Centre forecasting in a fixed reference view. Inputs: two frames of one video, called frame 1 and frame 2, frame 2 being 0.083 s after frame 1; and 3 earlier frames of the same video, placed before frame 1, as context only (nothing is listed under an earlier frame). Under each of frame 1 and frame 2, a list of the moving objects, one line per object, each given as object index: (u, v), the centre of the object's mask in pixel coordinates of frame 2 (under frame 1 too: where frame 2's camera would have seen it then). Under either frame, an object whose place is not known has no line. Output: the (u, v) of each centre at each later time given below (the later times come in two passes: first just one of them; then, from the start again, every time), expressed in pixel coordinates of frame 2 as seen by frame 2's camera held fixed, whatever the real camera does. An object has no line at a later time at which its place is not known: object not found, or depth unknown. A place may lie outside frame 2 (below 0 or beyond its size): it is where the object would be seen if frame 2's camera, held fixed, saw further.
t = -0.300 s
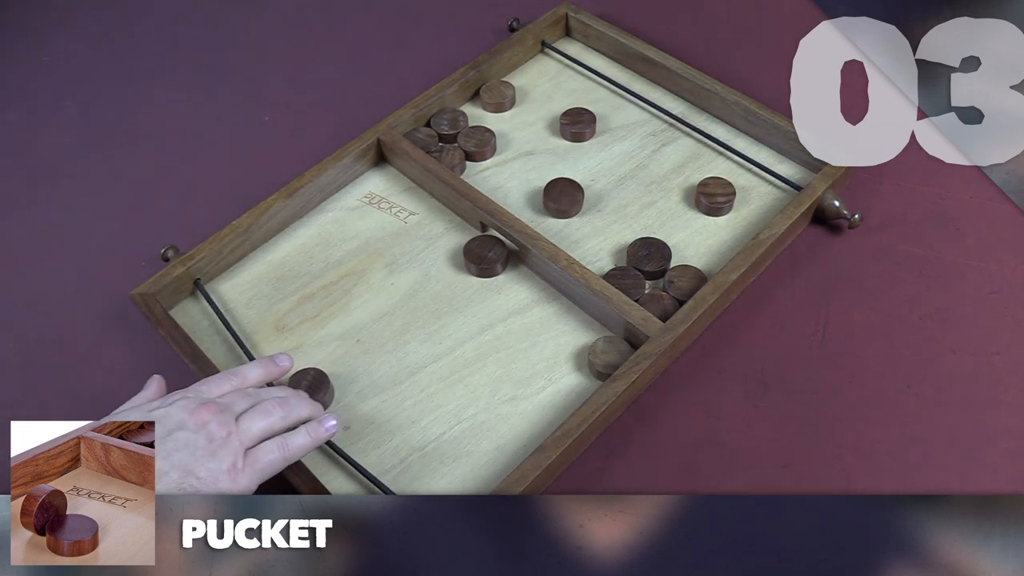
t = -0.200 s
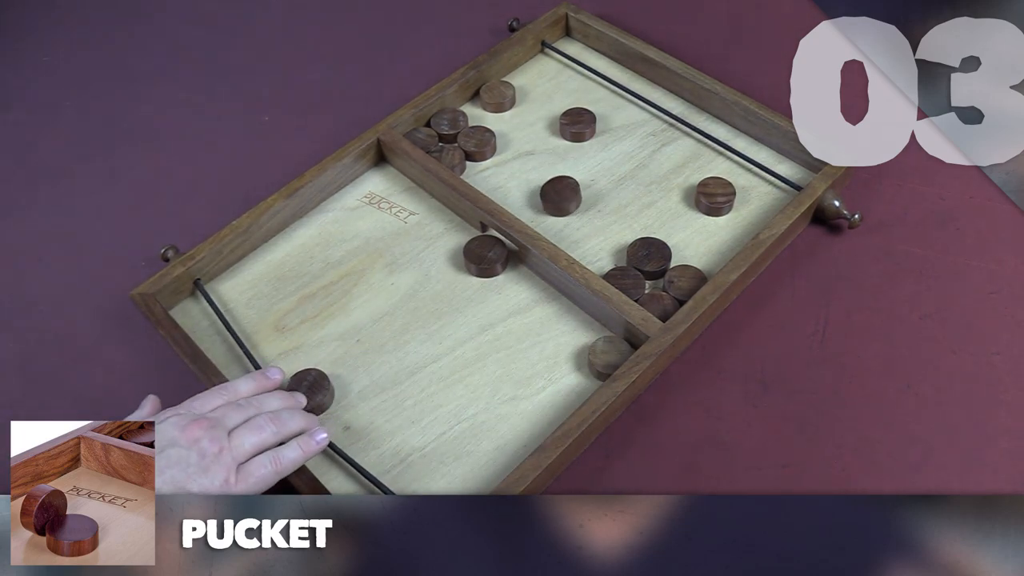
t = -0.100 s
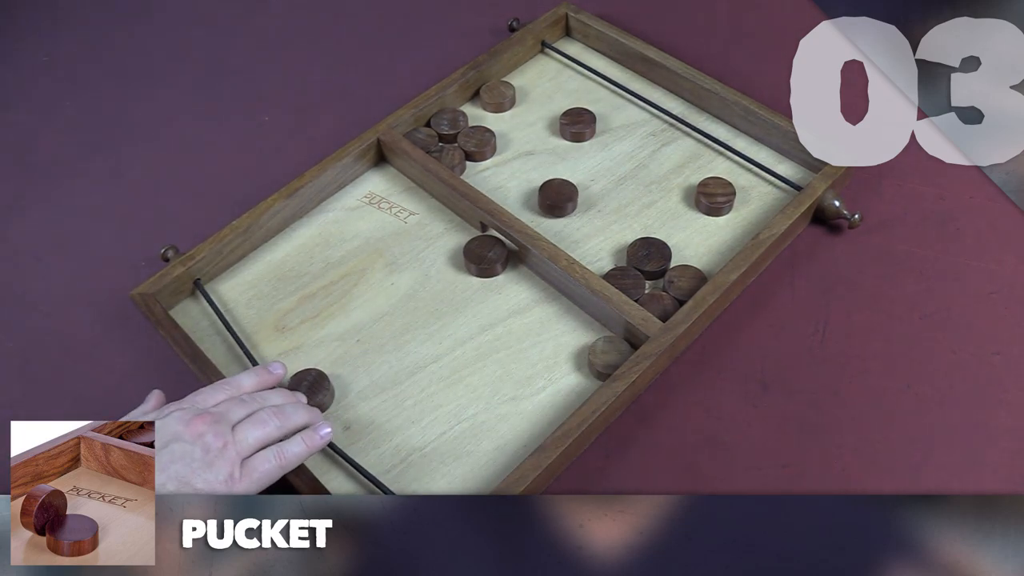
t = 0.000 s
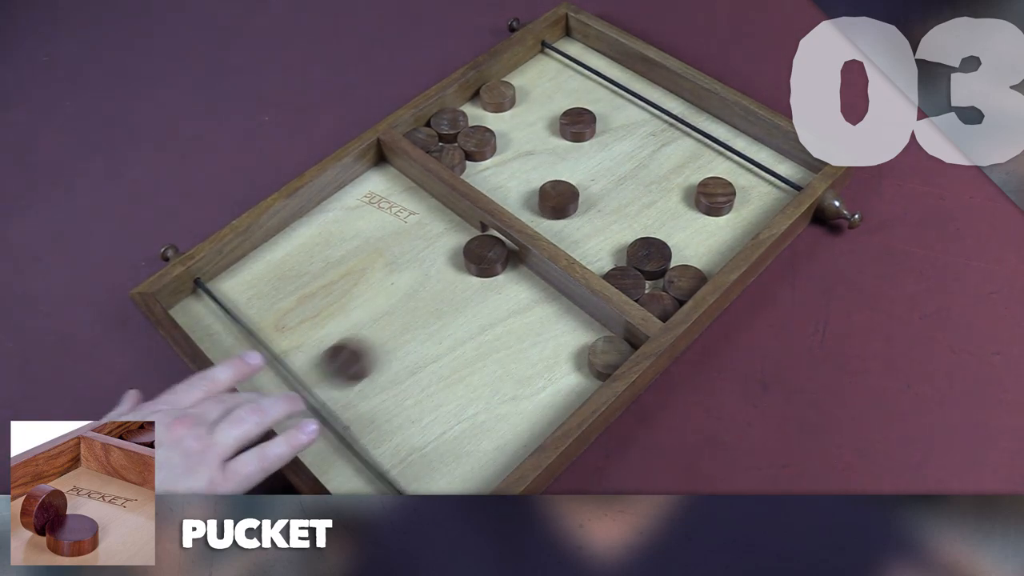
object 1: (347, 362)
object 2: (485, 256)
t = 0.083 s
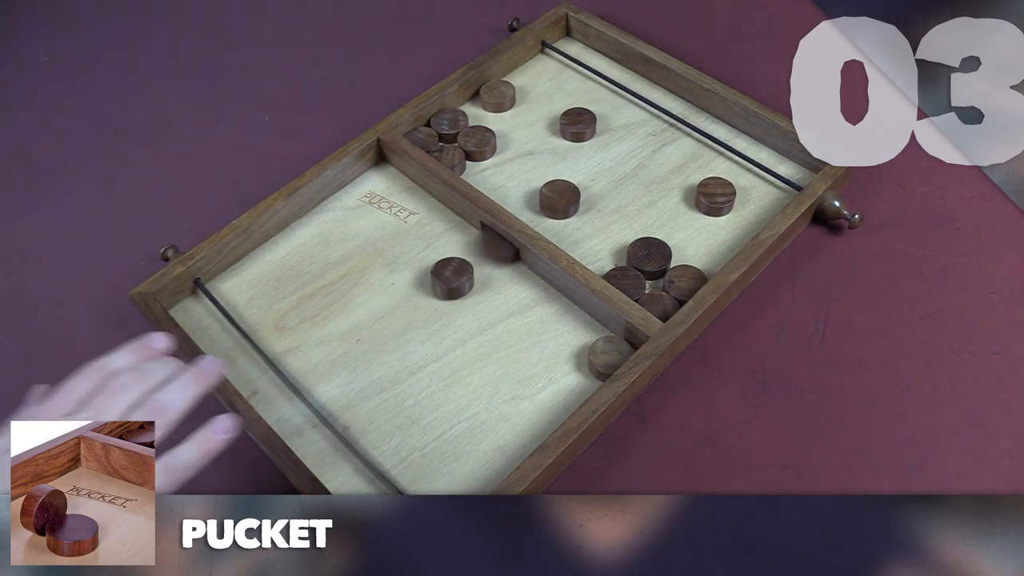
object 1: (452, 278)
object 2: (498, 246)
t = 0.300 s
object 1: (453, 277)
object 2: (558, 212)
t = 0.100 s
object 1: (452, 277)
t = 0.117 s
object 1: (453, 277)
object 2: (536, 216)
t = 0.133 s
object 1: (453, 277)
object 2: (538, 214)
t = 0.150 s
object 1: (452, 277)
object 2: (541, 213)
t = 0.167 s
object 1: (452, 277)
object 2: (545, 213)
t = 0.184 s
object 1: (452, 277)
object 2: (548, 215)
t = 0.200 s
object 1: (452, 277)
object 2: (551, 214)
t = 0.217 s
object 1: (452, 277)
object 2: (553, 214)
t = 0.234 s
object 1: (452, 277)
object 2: (555, 213)
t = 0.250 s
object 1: (452, 277)
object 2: (556, 212)
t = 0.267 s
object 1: (453, 277)
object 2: (557, 212)
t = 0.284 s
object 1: (452, 277)
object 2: (558, 212)
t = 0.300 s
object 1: (453, 277)
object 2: (558, 212)
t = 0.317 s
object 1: (453, 277)
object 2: (558, 212)
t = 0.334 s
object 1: (452, 277)
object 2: (558, 212)
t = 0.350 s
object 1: (452, 277)
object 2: (558, 212)
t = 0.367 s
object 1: (452, 277)
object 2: (558, 212)
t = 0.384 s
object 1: (452, 277)
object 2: (558, 212)
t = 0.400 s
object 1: (452, 277)
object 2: (558, 212)
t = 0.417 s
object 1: (452, 277)
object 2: (558, 212)
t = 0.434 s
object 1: (452, 277)
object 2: (557, 212)
